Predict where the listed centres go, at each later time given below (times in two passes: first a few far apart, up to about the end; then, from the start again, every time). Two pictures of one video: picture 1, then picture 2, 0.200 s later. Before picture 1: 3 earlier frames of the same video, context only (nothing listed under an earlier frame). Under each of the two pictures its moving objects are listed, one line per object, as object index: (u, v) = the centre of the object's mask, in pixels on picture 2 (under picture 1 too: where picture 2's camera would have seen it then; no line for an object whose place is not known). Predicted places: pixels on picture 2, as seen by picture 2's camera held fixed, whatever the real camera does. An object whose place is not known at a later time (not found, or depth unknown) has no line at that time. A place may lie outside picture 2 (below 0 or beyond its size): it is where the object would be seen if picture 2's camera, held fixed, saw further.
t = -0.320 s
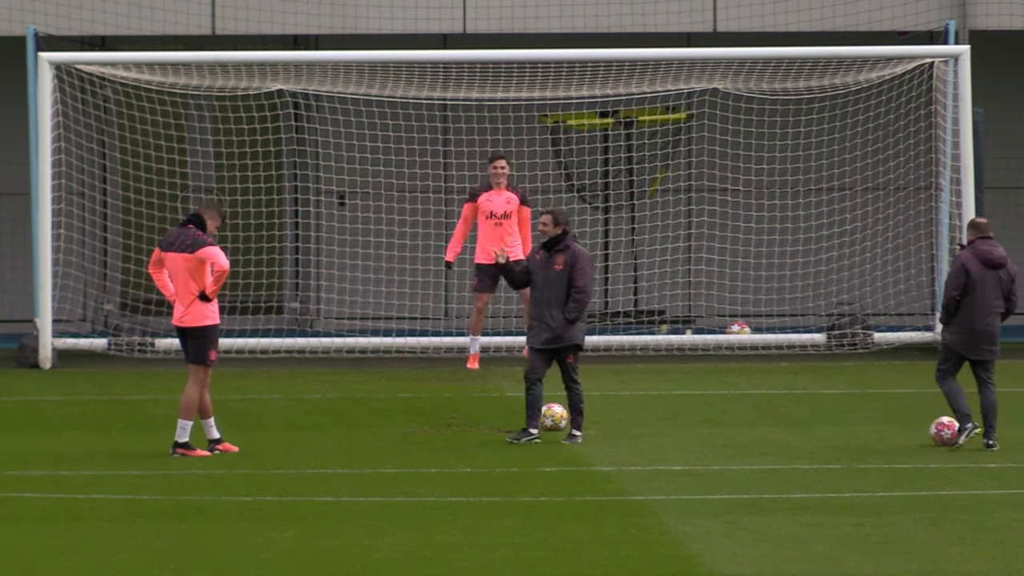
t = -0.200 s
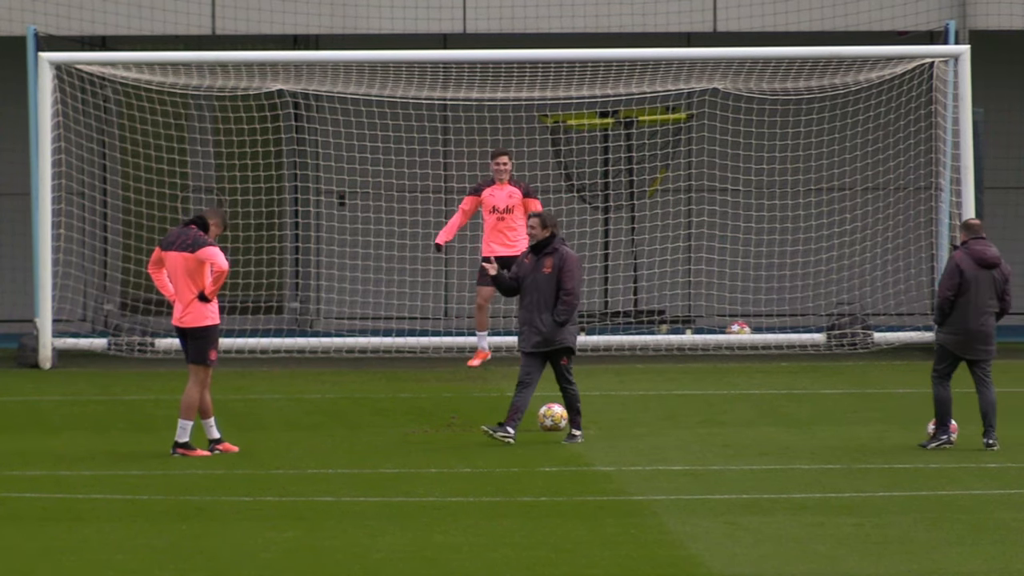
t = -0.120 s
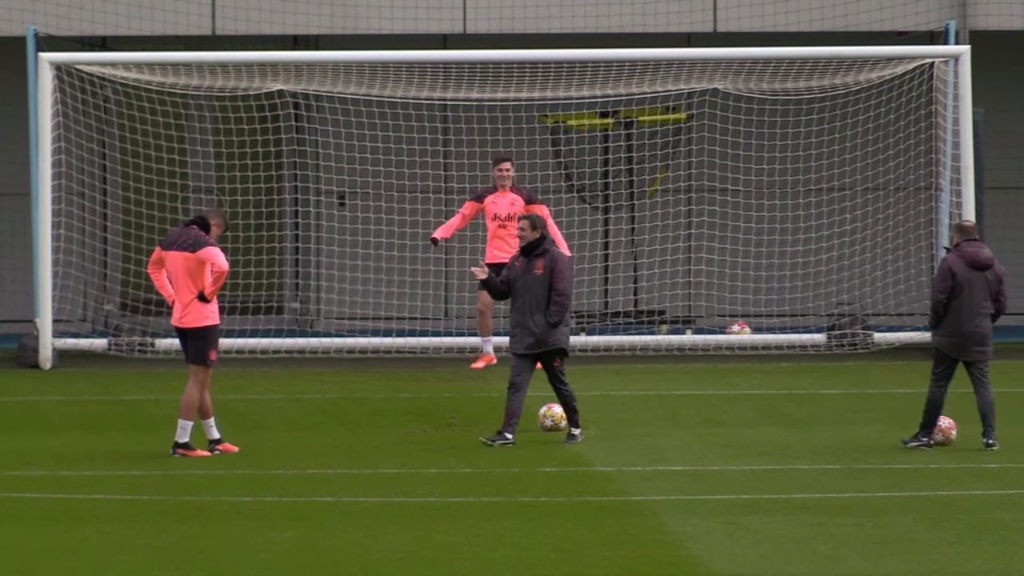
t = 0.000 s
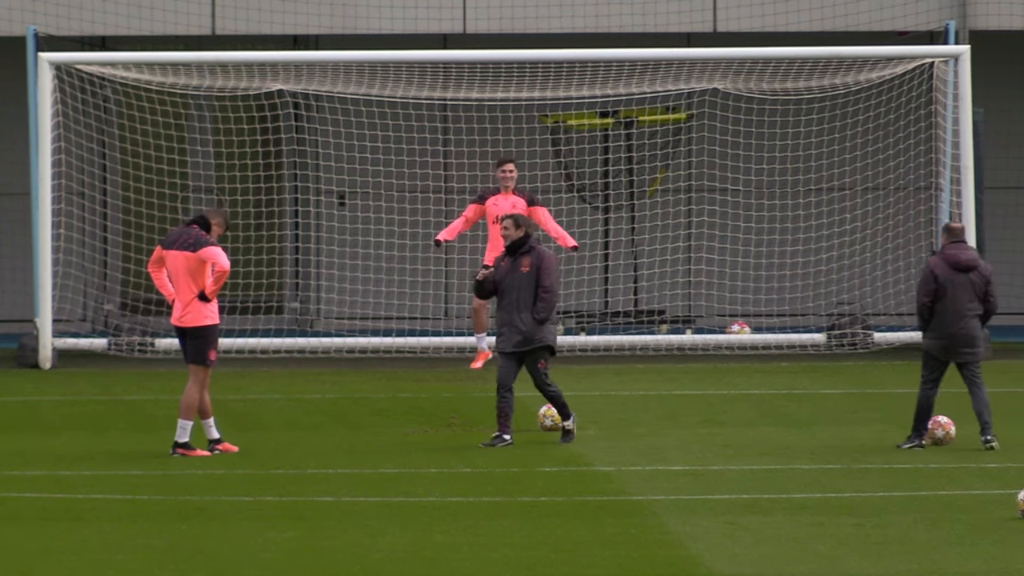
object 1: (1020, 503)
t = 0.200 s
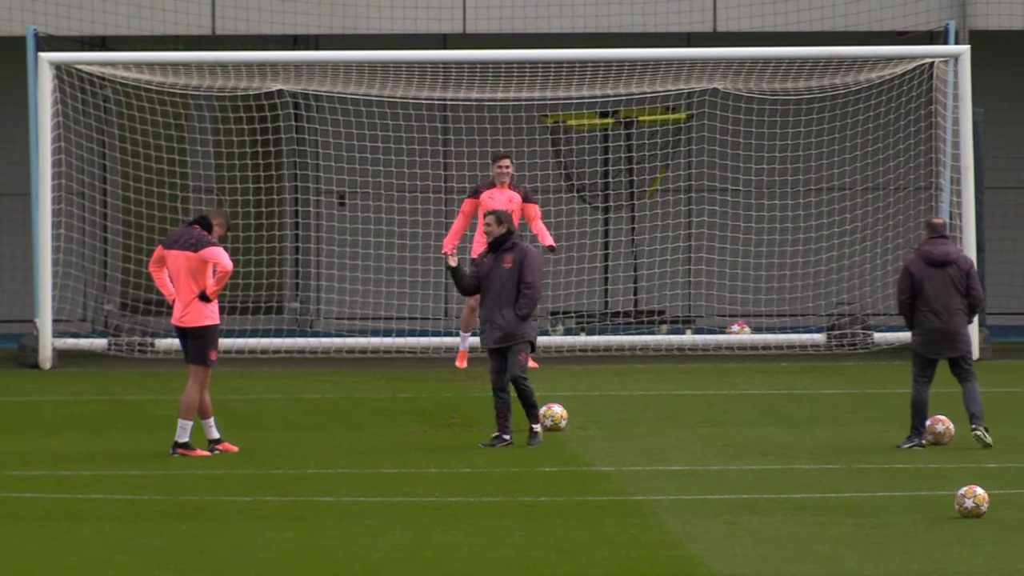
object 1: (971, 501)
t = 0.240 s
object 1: (960, 501)
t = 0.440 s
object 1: (904, 501)
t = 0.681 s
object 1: (842, 500)
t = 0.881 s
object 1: (796, 500)
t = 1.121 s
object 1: (747, 500)
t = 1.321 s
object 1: (711, 499)
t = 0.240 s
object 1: (960, 501)
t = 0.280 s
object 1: (948, 501)
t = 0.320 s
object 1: (937, 501)
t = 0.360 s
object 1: (926, 501)
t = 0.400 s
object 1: (914, 501)
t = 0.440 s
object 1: (904, 501)
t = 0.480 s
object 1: (893, 501)
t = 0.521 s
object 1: (883, 501)
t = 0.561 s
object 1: (872, 500)
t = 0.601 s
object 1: (862, 501)
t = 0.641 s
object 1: (852, 501)
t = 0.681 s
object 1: (842, 500)
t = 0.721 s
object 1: (833, 500)
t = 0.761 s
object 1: (824, 500)
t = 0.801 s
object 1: (814, 500)
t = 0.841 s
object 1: (805, 500)
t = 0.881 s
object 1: (796, 500)
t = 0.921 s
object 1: (787, 500)
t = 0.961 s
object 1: (779, 500)
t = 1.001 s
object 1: (770, 500)
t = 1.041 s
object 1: (762, 500)
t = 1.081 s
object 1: (755, 500)
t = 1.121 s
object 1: (747, 500)
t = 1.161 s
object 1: (739, 499)
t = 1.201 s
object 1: (732, 499)
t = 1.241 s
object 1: (725, 499)
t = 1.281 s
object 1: (717, 499)
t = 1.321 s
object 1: (711, 499)
